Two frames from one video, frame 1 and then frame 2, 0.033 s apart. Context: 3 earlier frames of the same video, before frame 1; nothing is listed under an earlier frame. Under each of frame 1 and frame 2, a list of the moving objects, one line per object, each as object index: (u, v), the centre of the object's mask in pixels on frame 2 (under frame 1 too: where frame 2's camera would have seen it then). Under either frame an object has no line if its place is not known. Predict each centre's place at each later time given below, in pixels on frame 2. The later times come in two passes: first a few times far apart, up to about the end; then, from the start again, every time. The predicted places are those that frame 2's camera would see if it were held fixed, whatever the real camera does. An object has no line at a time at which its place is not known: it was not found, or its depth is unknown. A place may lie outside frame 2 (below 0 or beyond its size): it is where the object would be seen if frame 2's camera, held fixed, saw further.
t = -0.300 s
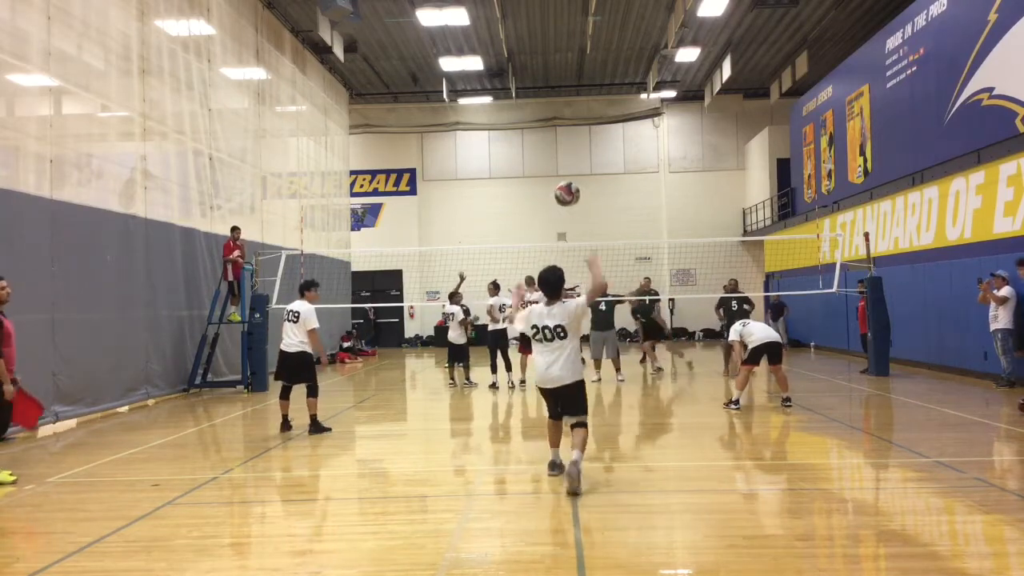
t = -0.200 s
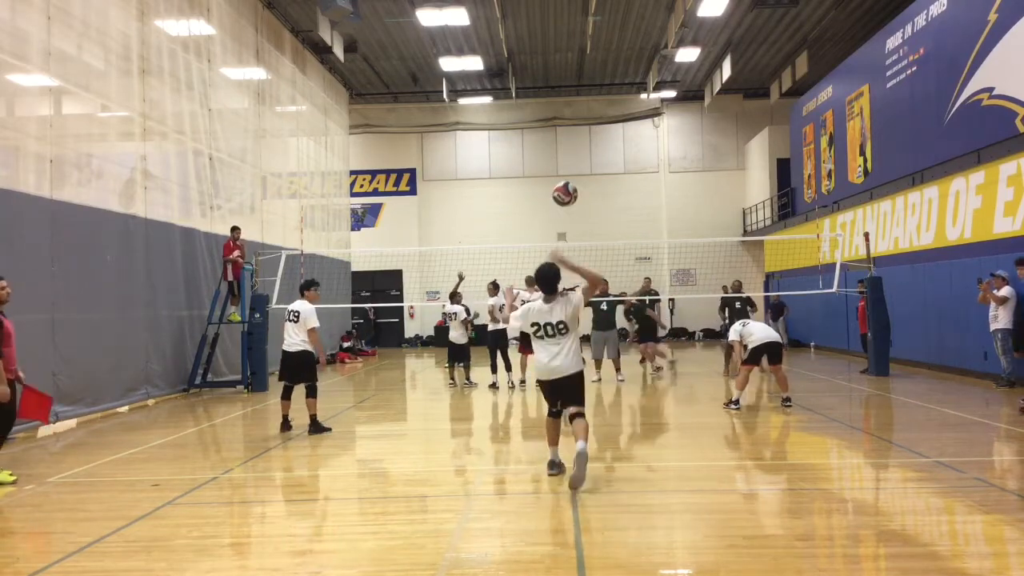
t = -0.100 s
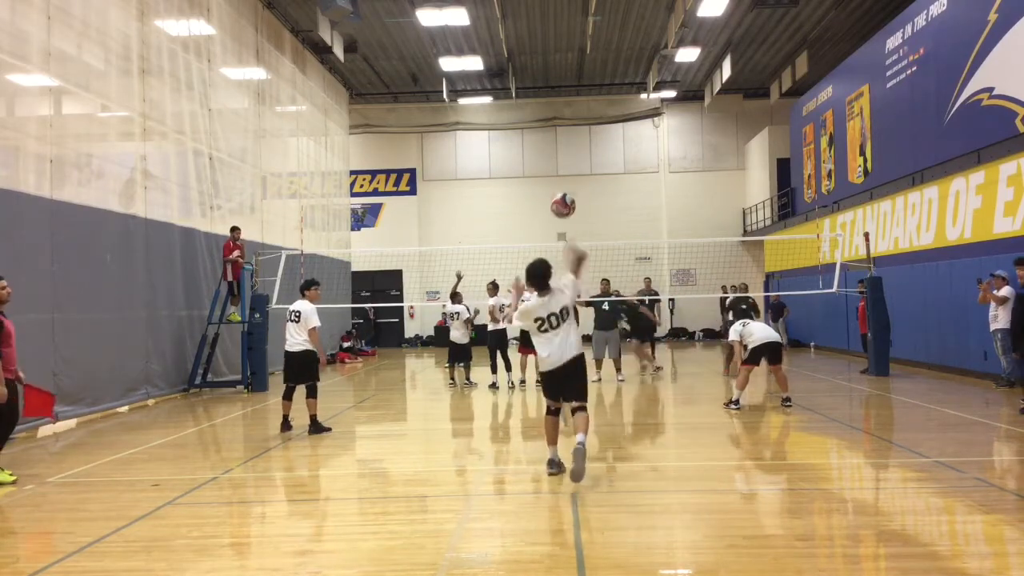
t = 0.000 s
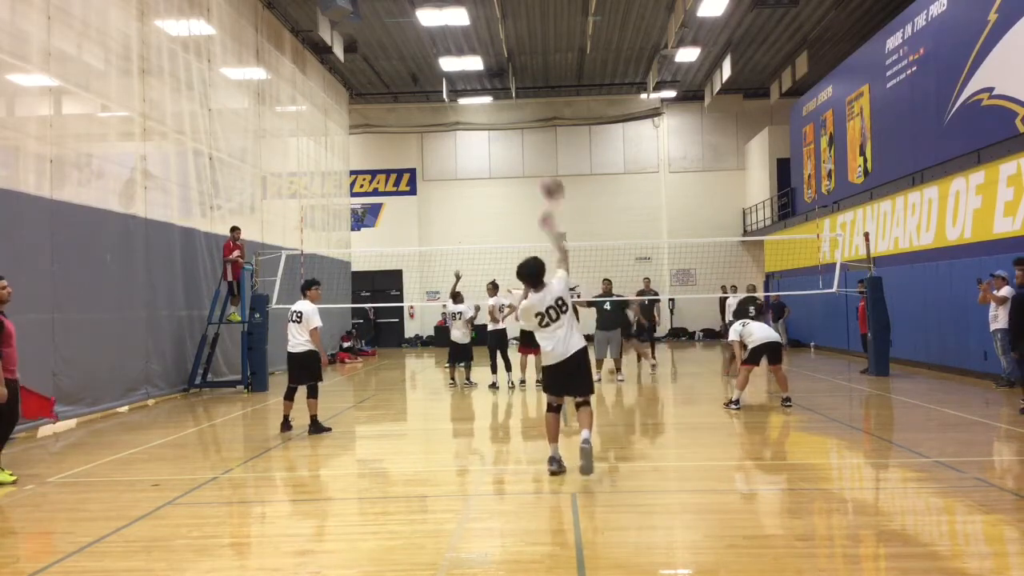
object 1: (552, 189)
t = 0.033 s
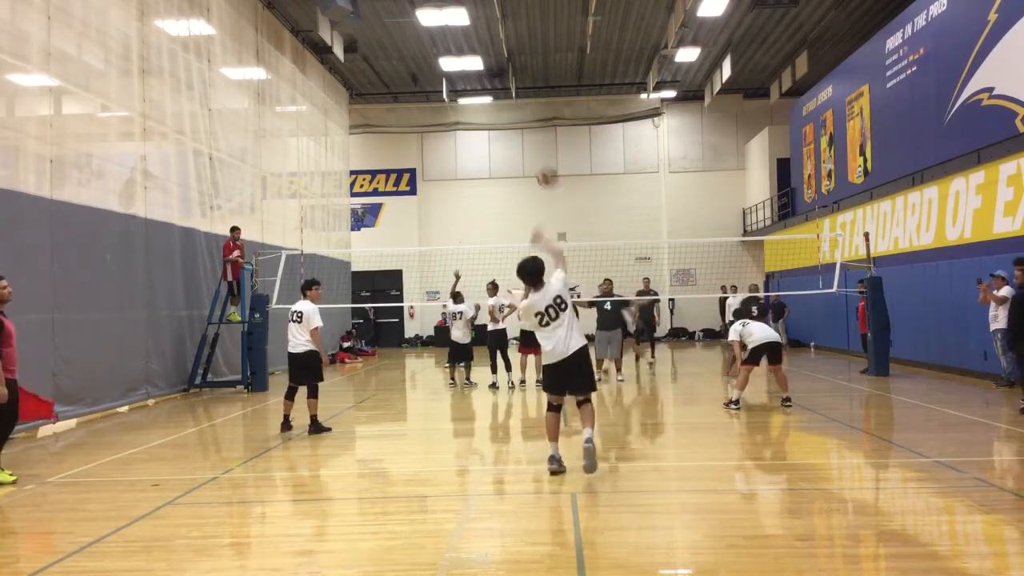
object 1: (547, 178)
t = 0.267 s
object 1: (520, 142)
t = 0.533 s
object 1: (494, 161)
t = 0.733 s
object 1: (477, 196)
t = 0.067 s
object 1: (542, 167)
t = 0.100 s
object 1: (538, 158)
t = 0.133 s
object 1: (533, 151)
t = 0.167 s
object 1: (530, 148)
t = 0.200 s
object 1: (527, 145)
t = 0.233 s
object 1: (523, 142)
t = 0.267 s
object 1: (520, 142)
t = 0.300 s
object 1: (516, 142)
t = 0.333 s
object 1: (513, 143)
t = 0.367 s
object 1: (510, 144)
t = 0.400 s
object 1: (506, 146)
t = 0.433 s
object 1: (503, 150)
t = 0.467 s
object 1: (500, 153)
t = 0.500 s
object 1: (497, 156)
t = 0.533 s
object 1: (494, 161)
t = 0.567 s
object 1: (491, 166)
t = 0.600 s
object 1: (488, 172)
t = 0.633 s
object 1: (485, 178)
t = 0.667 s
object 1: (483, 184)
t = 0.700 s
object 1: (480, 190)
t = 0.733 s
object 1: (477, 196)
